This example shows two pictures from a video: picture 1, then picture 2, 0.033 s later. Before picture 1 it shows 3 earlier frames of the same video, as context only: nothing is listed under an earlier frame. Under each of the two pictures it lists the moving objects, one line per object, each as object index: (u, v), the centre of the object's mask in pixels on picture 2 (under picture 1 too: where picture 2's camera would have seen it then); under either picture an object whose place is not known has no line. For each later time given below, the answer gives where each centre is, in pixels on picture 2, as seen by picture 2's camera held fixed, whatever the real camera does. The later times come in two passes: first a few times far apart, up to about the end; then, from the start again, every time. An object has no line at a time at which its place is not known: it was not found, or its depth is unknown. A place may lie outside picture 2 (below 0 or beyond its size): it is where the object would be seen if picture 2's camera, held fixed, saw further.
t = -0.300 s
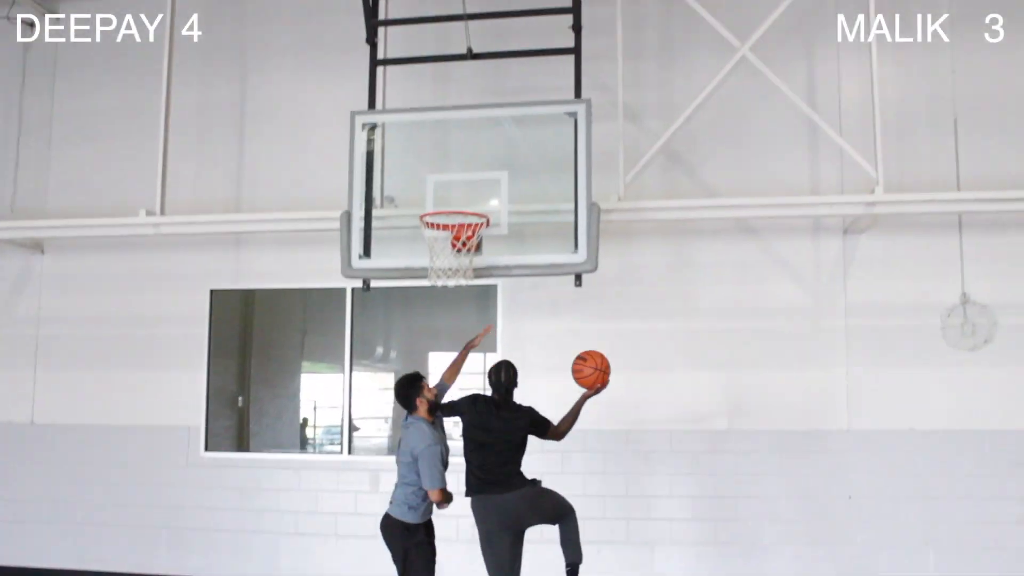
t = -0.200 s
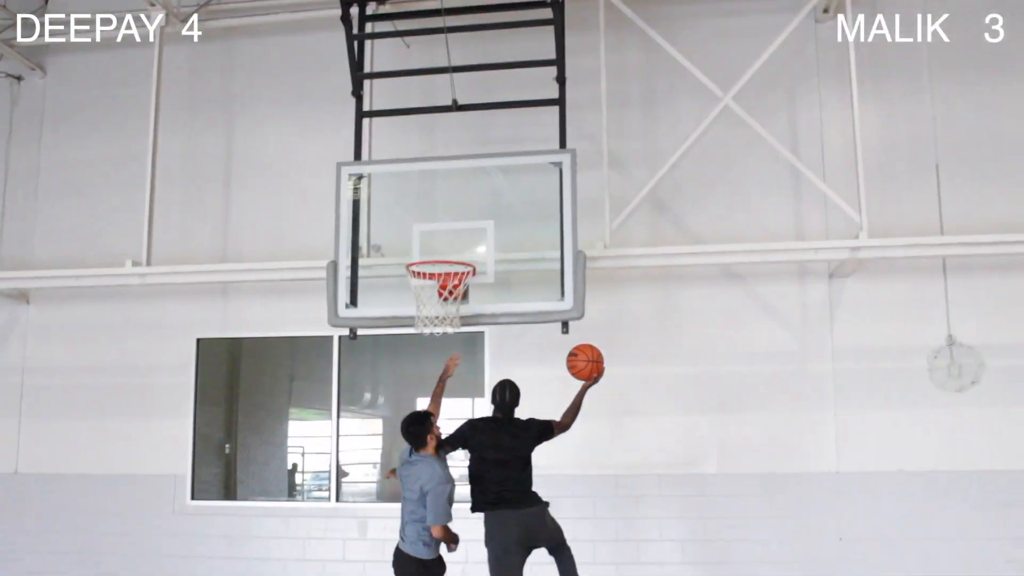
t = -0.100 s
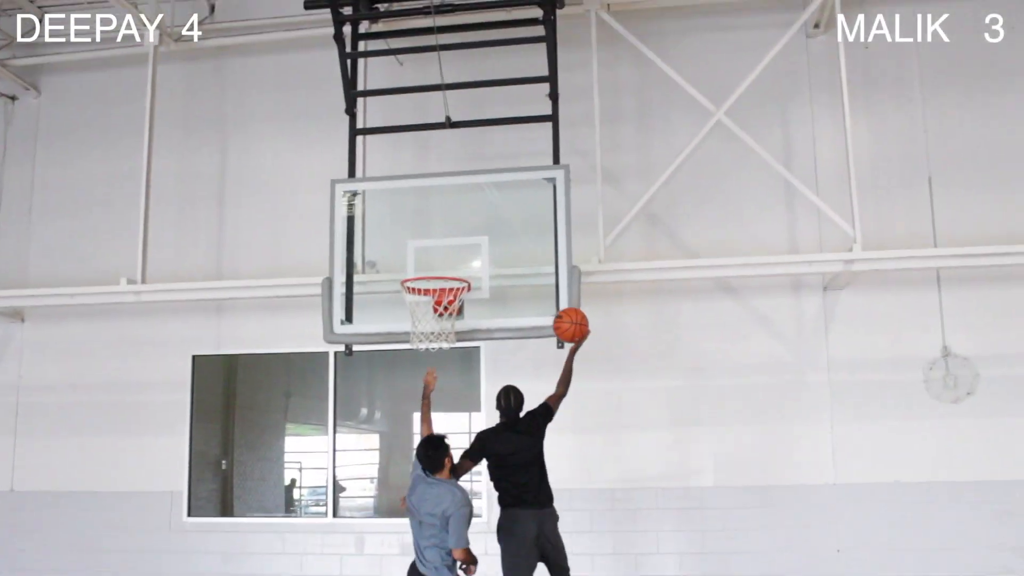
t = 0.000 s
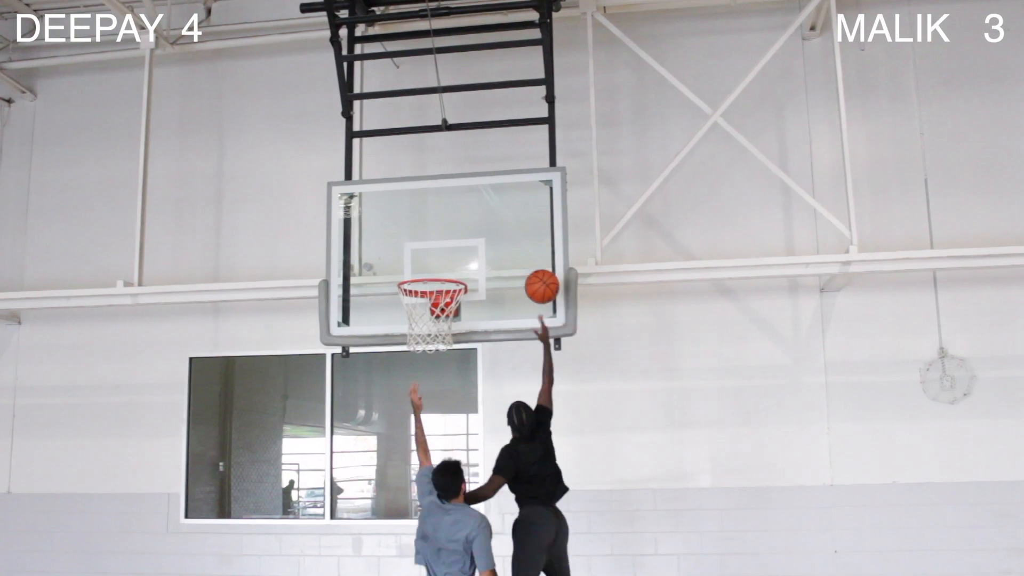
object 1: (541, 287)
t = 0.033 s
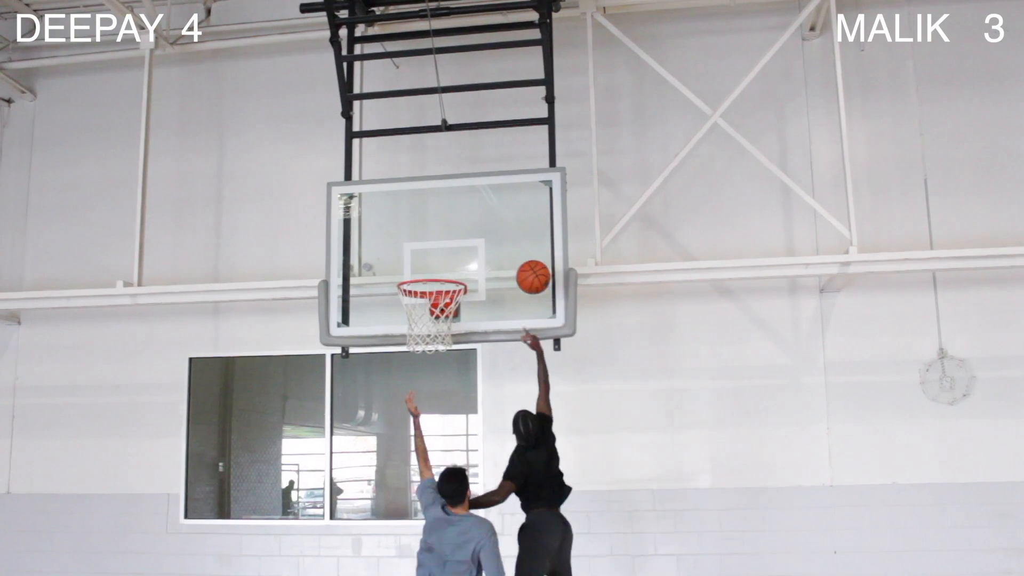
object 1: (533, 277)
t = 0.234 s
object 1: (488, 250)
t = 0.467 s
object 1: (442, 270)
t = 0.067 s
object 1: (525, 269)
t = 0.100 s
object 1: (517, 262)
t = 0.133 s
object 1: (509, 257)
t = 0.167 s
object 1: (502, 254)
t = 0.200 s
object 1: (494, 252)
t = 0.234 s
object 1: (488, 250)
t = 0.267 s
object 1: (482, 249)
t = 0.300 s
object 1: (475, 250)
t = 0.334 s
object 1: (469, 251)
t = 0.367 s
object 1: (462, 255)
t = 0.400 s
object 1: (455, 259)
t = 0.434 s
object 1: (449, 265)
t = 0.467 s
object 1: (442, 270)
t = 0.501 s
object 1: (436, 283)
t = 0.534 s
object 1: (433, 290)
